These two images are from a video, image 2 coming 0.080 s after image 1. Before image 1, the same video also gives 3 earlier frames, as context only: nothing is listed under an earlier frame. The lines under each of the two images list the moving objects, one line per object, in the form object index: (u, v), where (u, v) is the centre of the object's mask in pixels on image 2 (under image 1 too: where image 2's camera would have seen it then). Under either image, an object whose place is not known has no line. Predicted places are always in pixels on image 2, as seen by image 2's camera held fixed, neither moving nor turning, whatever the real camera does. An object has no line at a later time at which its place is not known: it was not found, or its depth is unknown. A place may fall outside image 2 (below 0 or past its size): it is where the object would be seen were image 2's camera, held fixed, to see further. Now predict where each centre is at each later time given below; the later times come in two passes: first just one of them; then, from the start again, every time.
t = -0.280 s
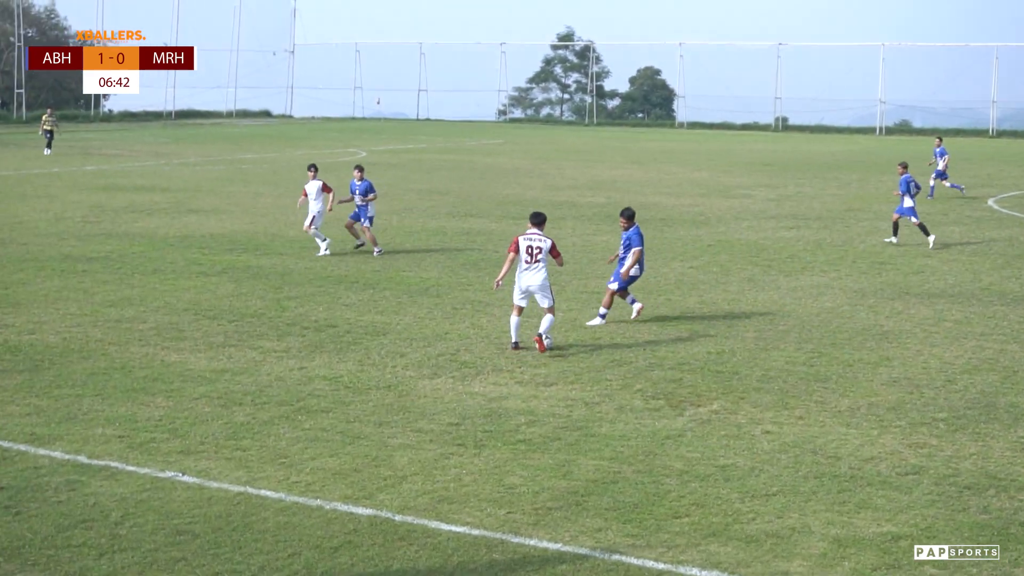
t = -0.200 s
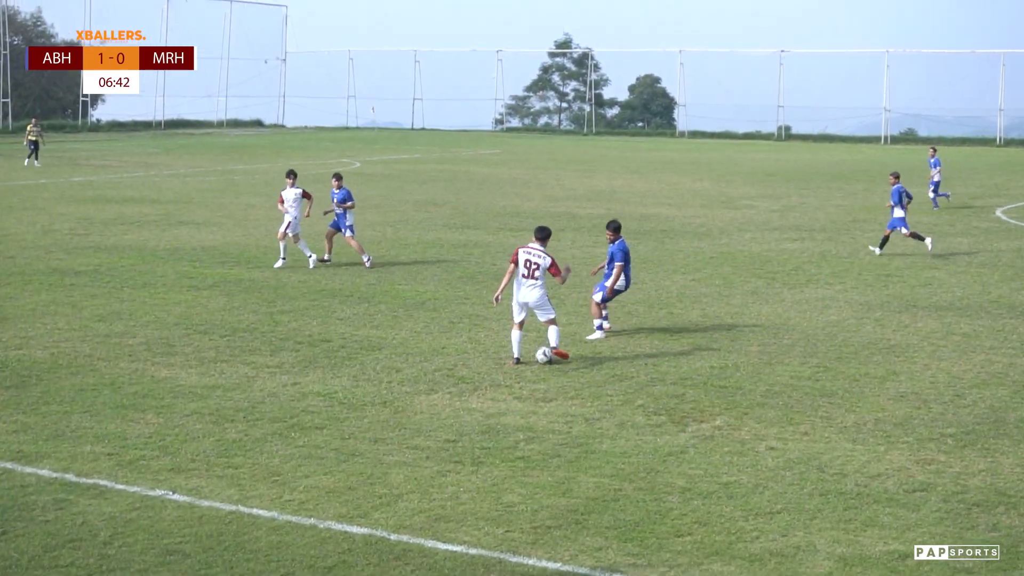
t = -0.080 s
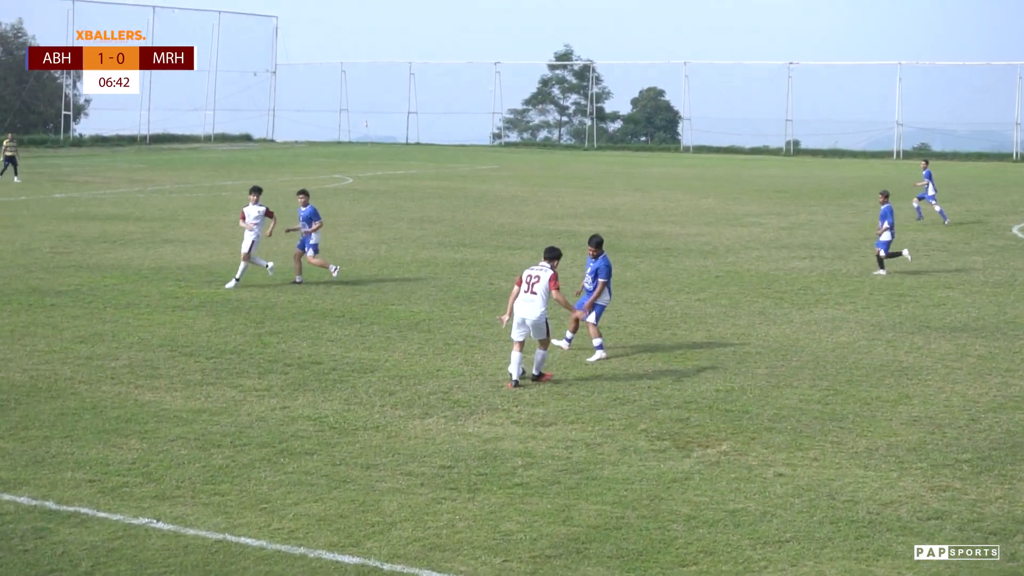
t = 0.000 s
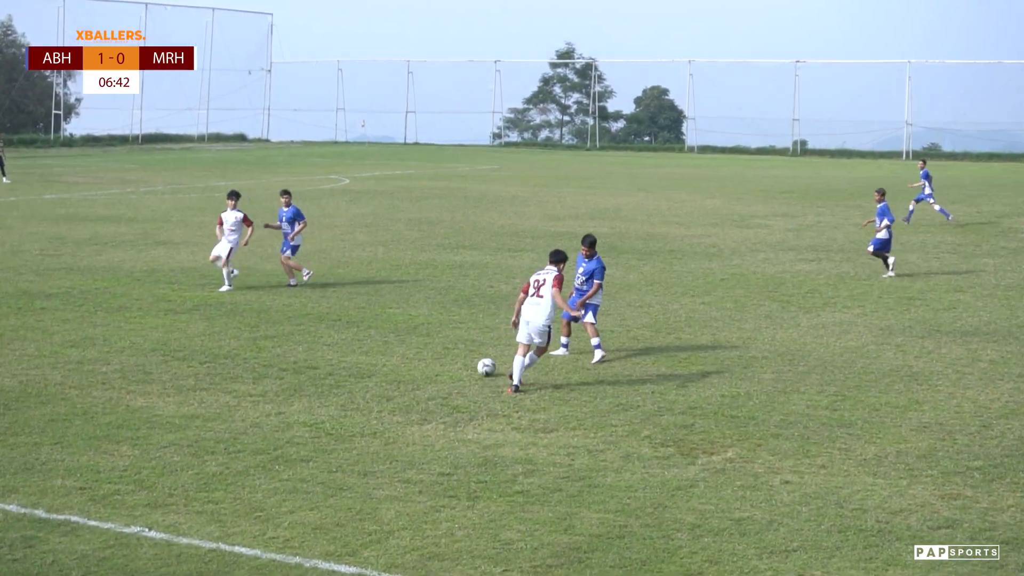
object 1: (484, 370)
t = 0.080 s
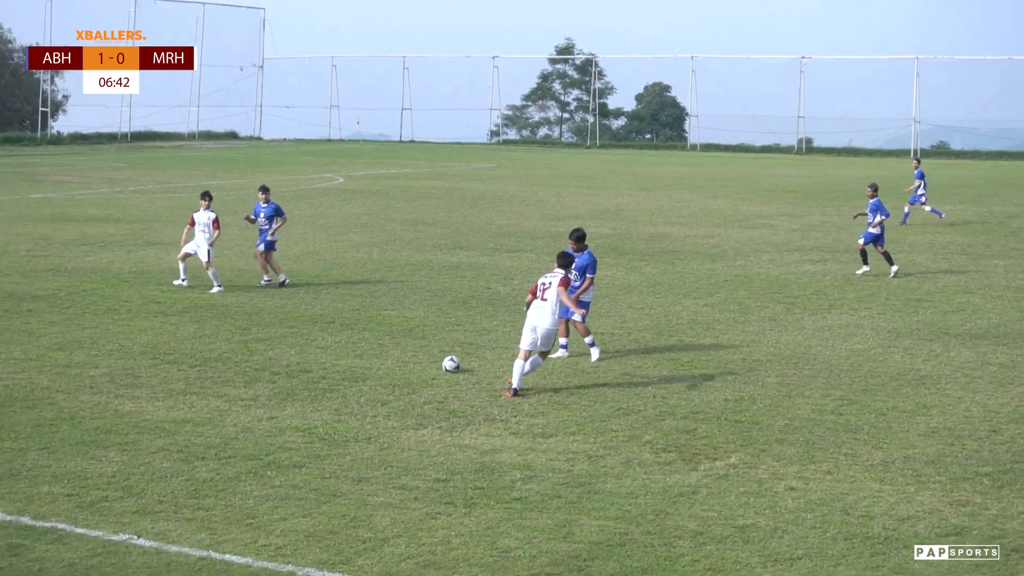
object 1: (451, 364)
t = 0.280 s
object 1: (391, 344)
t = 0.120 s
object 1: (438, 359)
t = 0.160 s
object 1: (425, 352)
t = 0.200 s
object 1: (415, 348)
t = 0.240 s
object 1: (403, 346)
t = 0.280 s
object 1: (391, 344)
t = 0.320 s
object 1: (380, 344)
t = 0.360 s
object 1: (369, 344)
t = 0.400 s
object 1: (364, 342)
